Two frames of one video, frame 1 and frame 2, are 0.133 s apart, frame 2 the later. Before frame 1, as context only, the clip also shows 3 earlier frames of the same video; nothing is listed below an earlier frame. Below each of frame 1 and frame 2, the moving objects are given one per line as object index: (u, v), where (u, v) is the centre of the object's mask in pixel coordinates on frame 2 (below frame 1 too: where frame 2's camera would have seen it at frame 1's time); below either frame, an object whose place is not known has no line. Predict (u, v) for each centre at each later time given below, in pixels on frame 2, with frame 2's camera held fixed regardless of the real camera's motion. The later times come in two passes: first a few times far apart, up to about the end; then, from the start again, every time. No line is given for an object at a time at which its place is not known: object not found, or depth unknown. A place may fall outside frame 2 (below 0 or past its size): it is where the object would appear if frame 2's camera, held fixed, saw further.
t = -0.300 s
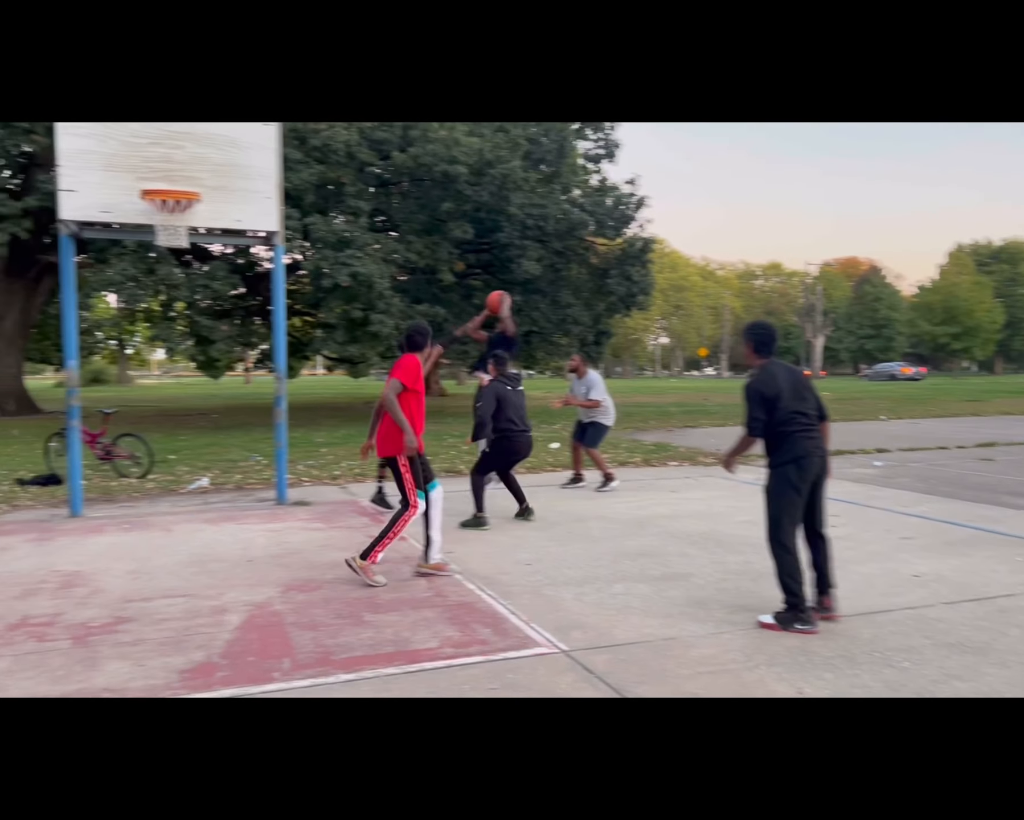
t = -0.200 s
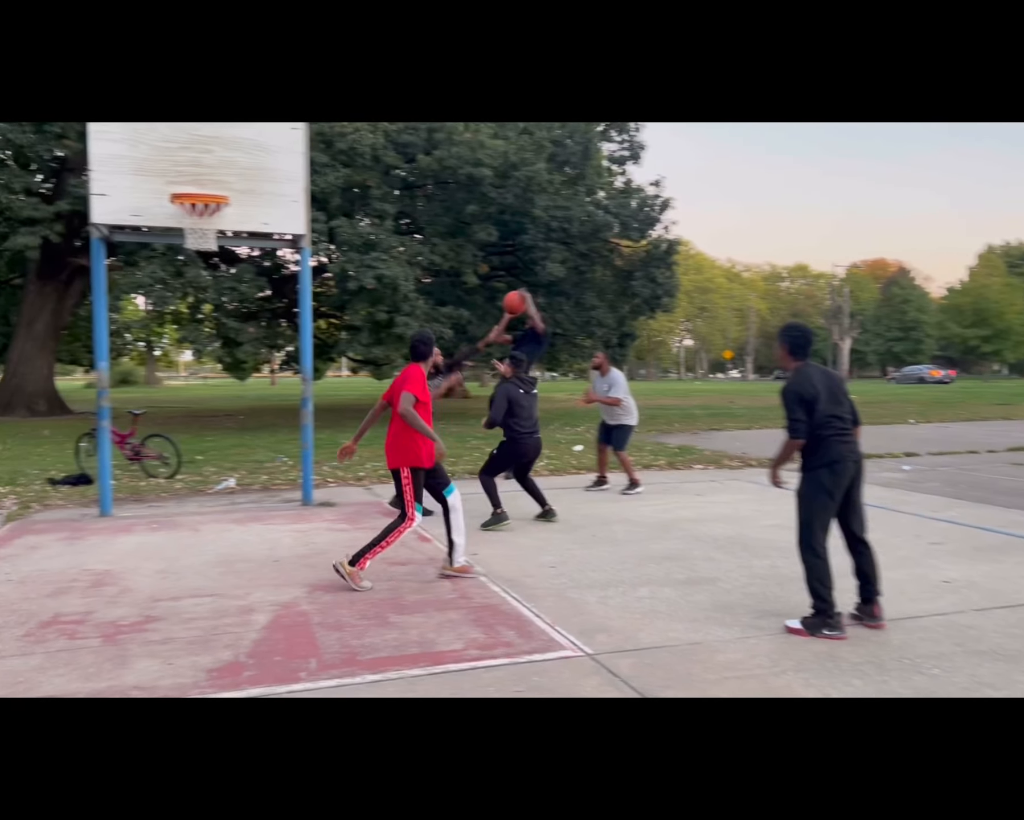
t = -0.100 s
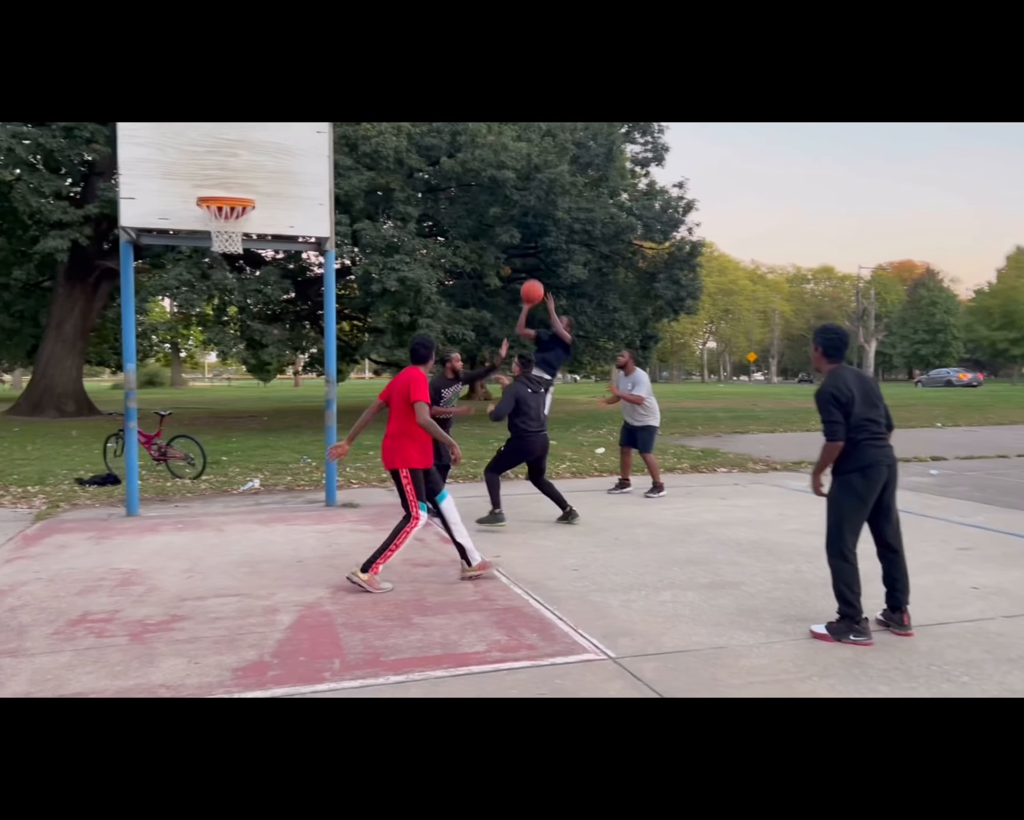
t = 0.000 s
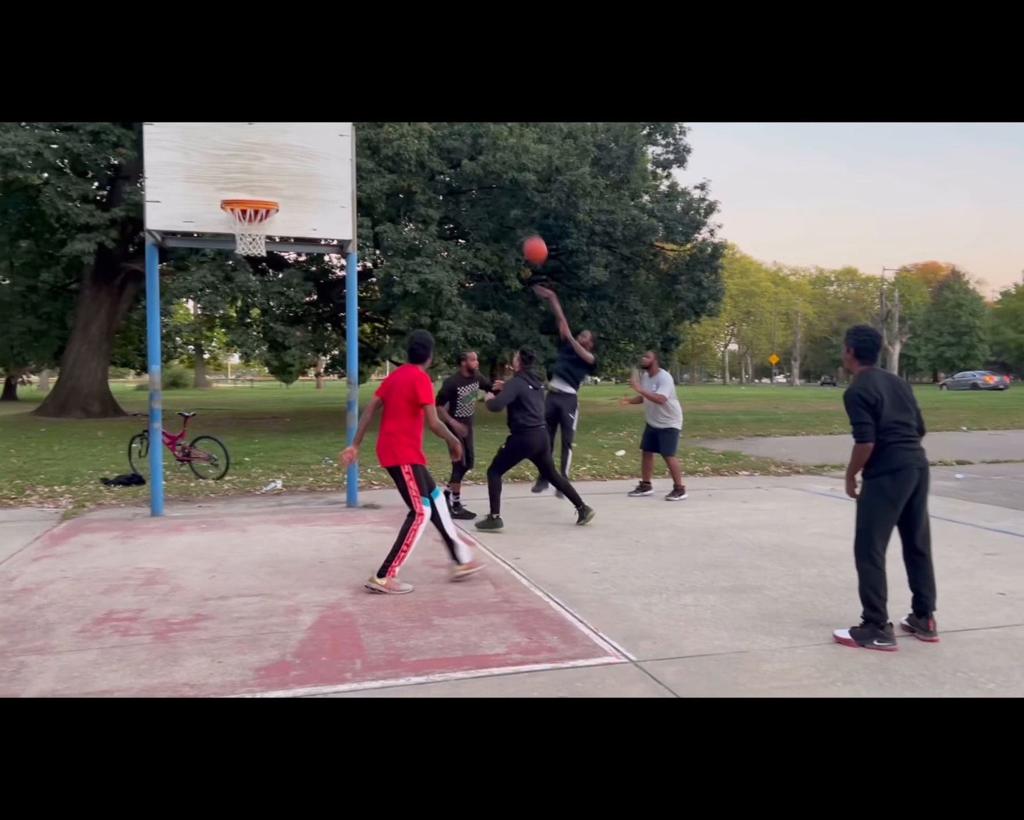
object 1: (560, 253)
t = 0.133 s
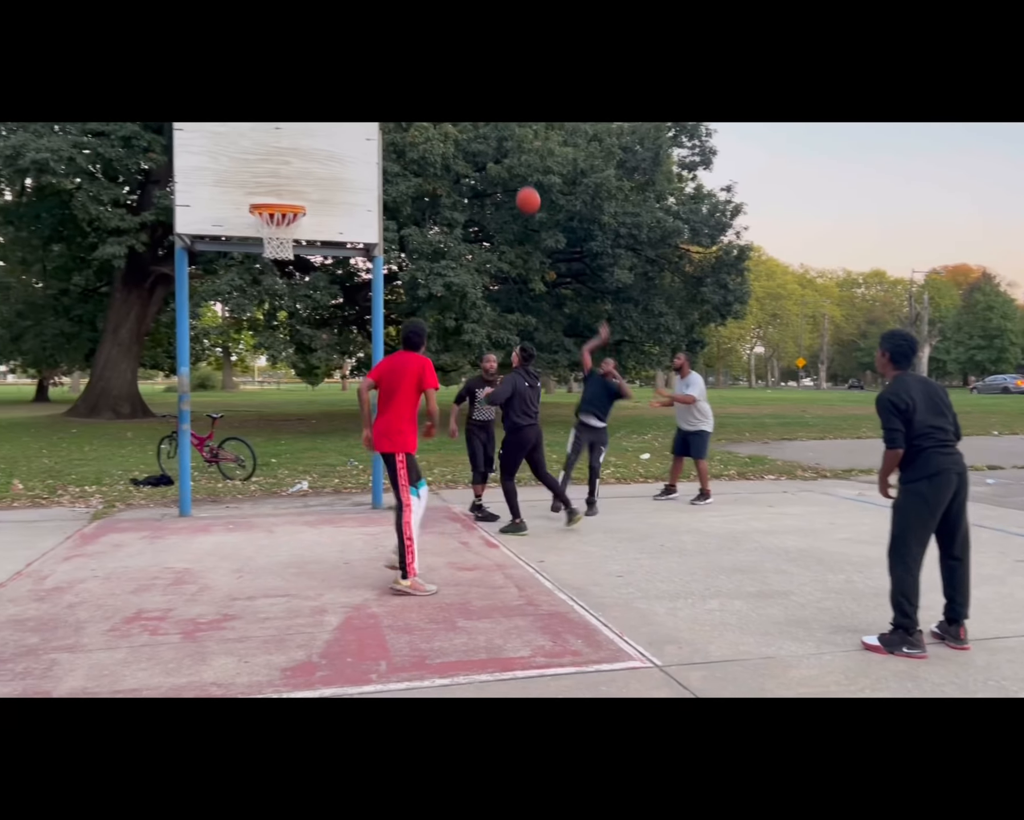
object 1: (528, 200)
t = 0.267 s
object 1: (495, 164)
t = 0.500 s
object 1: (434, 142)
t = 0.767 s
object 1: (360, 189)
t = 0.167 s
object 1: (520, 190)
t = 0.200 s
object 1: (512, 180)
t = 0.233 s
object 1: (503, 171)
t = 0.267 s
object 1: (495, 164)
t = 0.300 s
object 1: (486, 157)
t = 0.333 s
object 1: (478, 153)
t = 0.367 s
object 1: (469, 148)
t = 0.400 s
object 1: (461, 145)
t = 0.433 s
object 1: (452, 143)
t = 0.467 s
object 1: (443, 142)
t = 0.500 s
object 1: (434, 142)
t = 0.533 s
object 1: (425, 144)
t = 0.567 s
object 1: (416, 147)
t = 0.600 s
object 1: (407, 151)
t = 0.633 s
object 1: (398, 156)
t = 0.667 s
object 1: (389, 162)
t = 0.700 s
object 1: (379, 169)
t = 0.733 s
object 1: (370, 179)
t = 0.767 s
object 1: (360, 189)
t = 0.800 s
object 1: (351, 200)
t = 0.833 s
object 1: (341, 213)
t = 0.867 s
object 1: (332, 228)
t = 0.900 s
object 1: (322, 243)
